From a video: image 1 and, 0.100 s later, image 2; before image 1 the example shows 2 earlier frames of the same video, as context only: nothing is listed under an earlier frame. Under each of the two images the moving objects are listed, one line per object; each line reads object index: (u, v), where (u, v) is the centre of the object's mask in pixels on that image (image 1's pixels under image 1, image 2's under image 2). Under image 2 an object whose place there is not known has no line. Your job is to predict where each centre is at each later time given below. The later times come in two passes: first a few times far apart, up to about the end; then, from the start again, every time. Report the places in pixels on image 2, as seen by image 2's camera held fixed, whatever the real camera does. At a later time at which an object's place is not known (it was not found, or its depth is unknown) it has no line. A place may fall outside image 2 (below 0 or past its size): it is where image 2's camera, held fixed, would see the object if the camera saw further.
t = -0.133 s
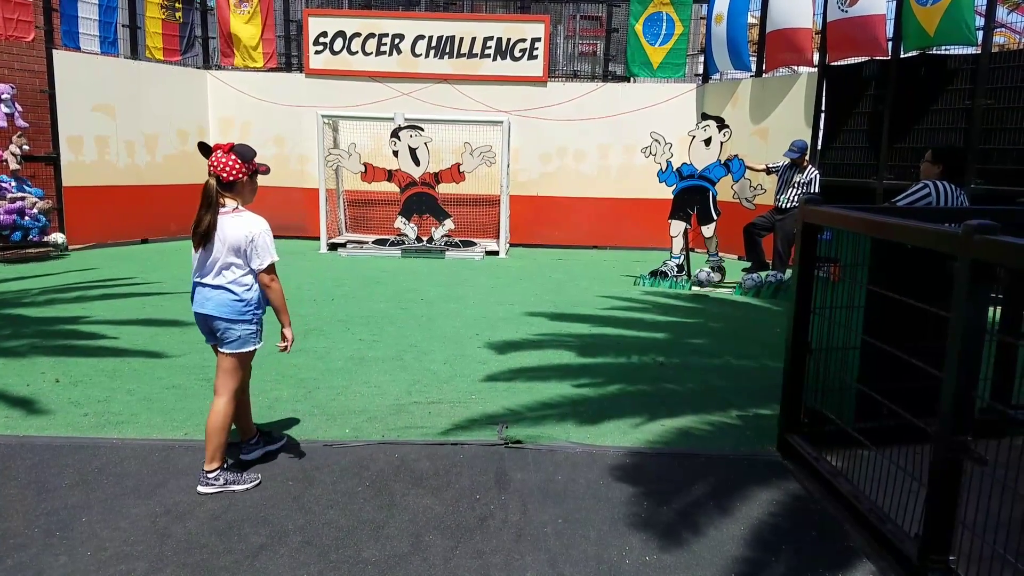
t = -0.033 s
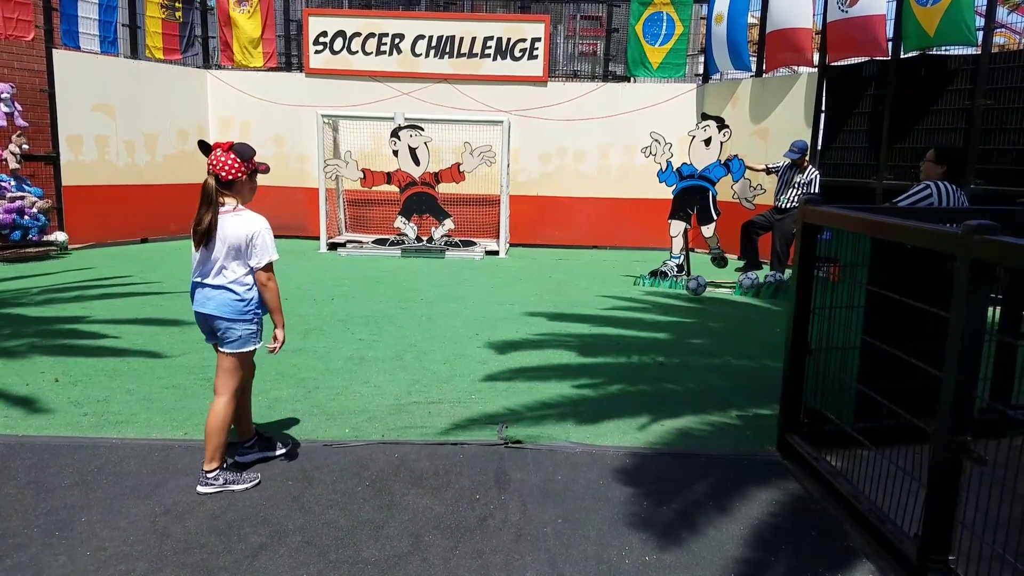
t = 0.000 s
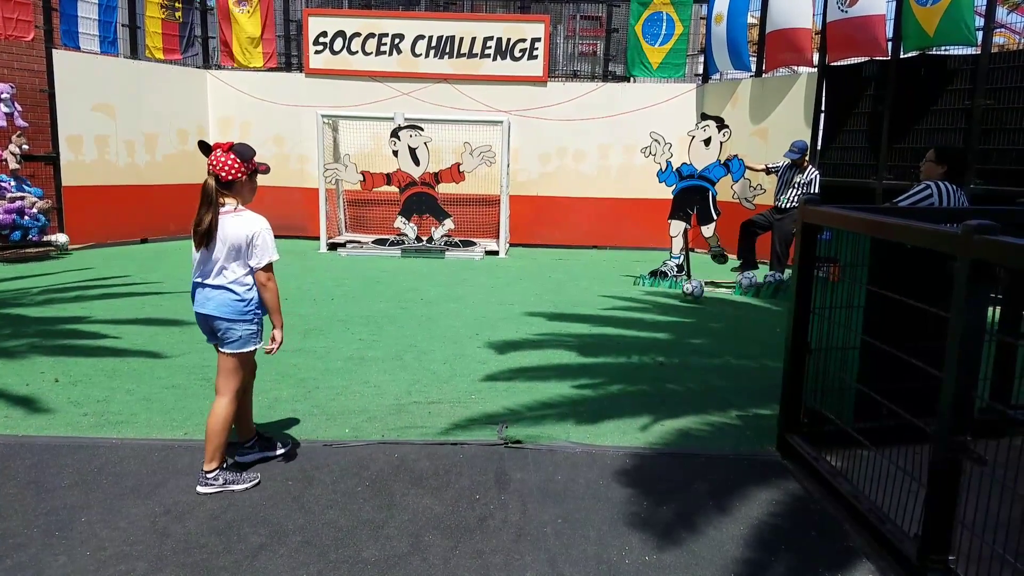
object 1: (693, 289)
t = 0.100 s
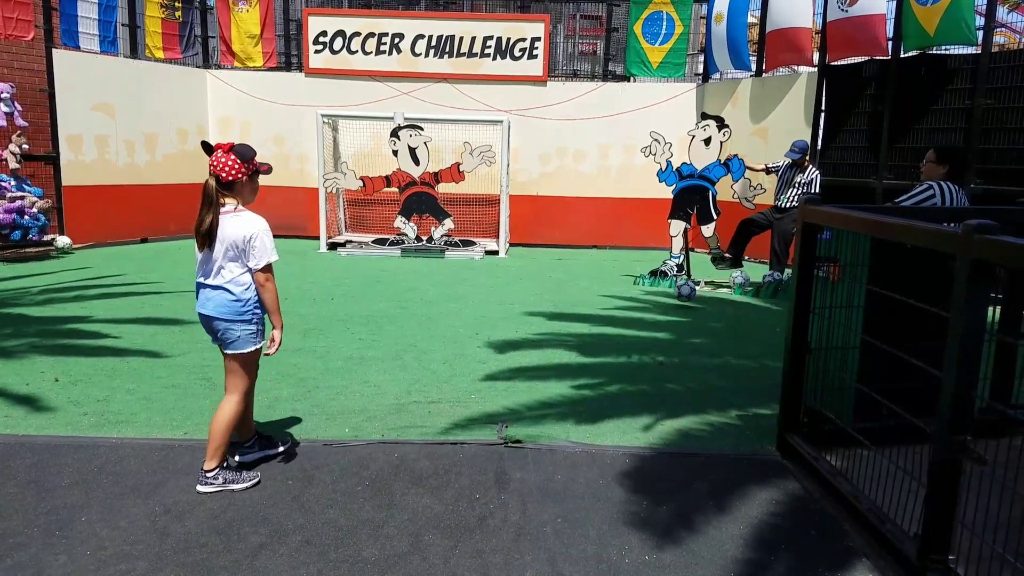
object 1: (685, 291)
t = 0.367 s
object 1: (661, 306)
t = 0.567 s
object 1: (641, 321)
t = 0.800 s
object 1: (613, 333)
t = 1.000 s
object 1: (586, 350)
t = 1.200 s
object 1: (554, 372)
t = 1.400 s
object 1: (516, 395)
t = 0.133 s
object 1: (682, 290)
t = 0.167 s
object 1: (680, 291)
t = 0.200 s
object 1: (677, 293)
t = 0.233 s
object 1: (673, 296)
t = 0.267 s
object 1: (670, 301)
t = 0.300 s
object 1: (667, 306)
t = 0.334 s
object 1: (664, 308)
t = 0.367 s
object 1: (661, 306)
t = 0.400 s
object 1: (659, 306)
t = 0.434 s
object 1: (655, 307)
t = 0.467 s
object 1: (652, 308)
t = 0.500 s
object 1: (648, 311)
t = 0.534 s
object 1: (644, 315)
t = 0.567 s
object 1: (641, 321)
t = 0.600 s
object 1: (637, 322)
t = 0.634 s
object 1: (633, 321)
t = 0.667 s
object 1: (629, 321)
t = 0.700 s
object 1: (626, 322)
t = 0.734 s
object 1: (621, 325)
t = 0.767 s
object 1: (618, 328)
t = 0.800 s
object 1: (613, 333)
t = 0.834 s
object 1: (609, 340)
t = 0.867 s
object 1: (605, 341)
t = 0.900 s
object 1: (600, 342)
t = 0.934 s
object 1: (595, 342)
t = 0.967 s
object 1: (590, 345)
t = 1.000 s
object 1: (586, 350)
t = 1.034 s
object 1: (581, 356)
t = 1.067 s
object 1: (576, 357)
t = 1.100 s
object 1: (571, 359)
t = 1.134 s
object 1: (565, 363)
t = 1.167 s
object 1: (559, 368)
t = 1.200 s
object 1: (554, 372)
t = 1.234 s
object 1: (548, 374)
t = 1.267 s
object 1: (542, 378)
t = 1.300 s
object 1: (536, 383)
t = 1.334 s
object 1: (529, 387)
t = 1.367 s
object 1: (522, 392)
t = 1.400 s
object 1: (516, 395)
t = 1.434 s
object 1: (509, 399)
